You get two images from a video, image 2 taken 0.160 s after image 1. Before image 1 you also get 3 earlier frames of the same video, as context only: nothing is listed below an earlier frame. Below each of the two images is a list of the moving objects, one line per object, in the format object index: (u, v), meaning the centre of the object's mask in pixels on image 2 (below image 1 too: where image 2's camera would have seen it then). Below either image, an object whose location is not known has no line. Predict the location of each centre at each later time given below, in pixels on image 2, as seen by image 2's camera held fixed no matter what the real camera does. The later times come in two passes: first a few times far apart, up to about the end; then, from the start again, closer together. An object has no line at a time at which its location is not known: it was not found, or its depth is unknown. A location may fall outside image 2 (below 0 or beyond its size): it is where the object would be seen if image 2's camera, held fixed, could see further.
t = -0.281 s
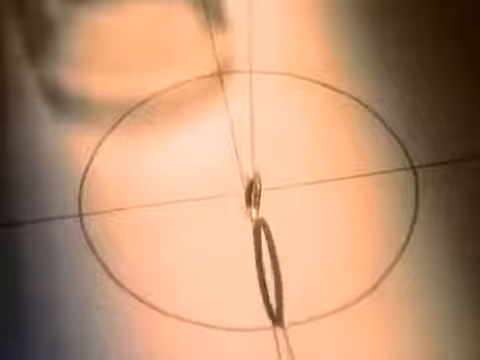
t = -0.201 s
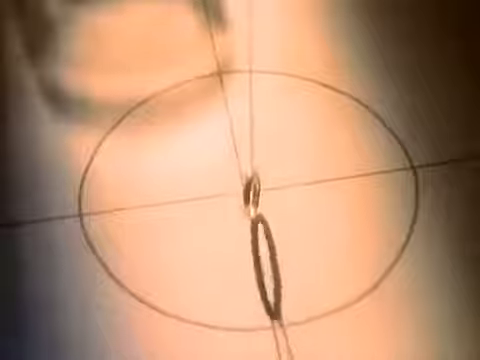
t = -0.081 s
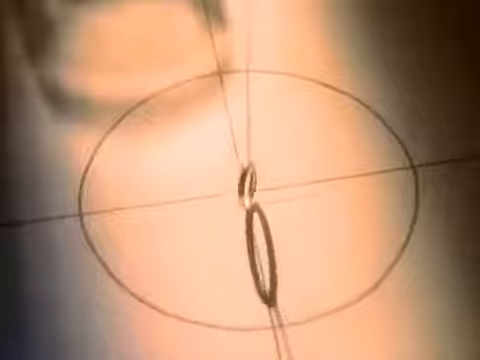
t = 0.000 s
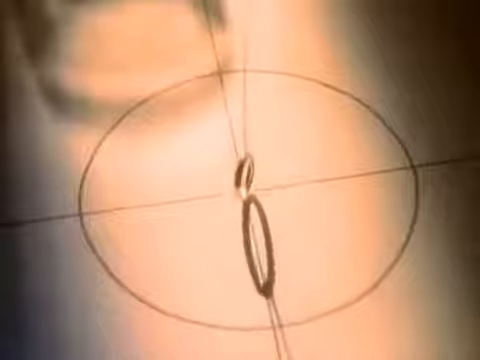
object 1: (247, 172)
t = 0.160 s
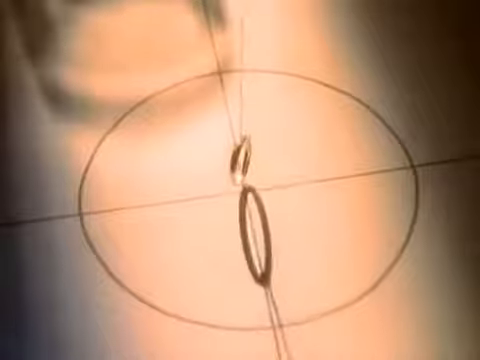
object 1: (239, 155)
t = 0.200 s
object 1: (239, 153)
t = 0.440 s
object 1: (249, 162)
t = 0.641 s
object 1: (257, 181)
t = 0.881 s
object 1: (254, 187)
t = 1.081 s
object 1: (242, 162)
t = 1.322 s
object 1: (235, 141)
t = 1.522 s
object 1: (241, 157)
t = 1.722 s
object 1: (249, 188)
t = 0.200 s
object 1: (239, 153)
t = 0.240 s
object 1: (239, 152)
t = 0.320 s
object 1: (245, 154)
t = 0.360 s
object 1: (246, 156)
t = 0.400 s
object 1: (247, 159)
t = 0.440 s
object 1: (249, 162)
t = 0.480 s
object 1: (245, 165)
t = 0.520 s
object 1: (252, 172)
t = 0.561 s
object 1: (254, 175)
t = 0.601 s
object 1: (256, 178)
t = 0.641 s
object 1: (257, 181)
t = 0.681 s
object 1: (258, 184)
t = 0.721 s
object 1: (258, 188)
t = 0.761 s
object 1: (257, 190)
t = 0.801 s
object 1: (257, 188)
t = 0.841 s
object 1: (255, 189)
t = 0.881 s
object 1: (254, 187)
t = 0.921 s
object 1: (252, 182)
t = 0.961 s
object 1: (249, 177)
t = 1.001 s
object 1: (247, 173)
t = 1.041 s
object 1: (245, 167)
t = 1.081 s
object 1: (242, 162)
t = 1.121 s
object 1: (240, 157)
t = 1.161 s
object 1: (238, 151)
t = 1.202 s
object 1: (237, 146)
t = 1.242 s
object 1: (236, 144)
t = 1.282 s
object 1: (235, 141)
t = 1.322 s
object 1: (235, 141)
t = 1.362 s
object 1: (235, 142)
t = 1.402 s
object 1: (236, 144)
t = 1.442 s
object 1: (238, 146)
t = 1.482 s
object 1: (239, 149)
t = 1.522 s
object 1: (241, 157)
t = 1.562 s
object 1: (243, 163)
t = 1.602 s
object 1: (244, 169)
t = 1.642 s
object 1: (246, 176)
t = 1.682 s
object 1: (247, 183)
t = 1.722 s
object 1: (249, 188)
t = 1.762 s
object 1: (250, 192)
